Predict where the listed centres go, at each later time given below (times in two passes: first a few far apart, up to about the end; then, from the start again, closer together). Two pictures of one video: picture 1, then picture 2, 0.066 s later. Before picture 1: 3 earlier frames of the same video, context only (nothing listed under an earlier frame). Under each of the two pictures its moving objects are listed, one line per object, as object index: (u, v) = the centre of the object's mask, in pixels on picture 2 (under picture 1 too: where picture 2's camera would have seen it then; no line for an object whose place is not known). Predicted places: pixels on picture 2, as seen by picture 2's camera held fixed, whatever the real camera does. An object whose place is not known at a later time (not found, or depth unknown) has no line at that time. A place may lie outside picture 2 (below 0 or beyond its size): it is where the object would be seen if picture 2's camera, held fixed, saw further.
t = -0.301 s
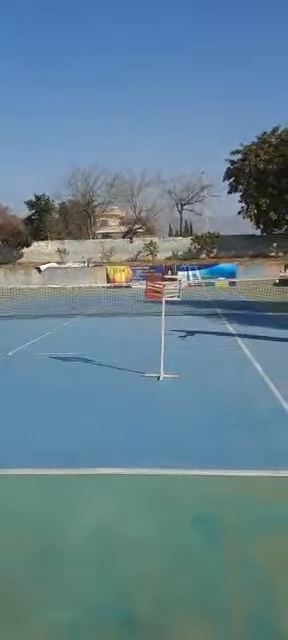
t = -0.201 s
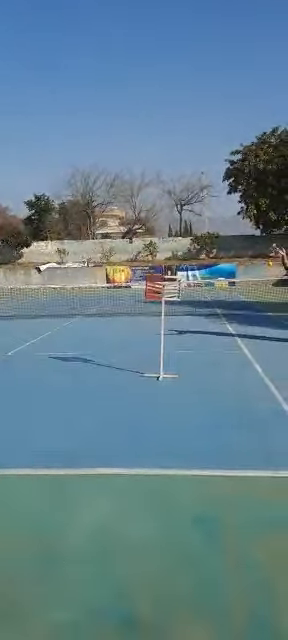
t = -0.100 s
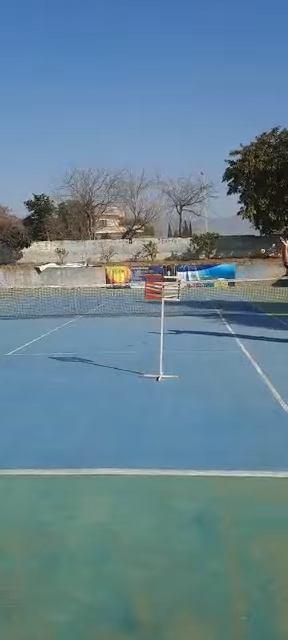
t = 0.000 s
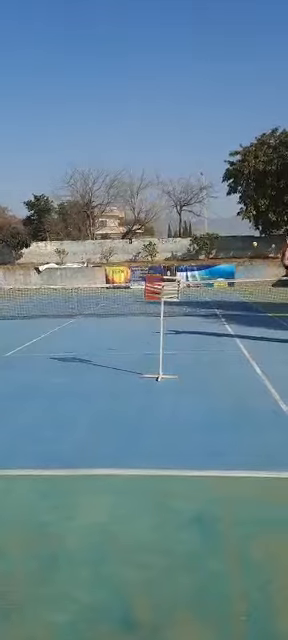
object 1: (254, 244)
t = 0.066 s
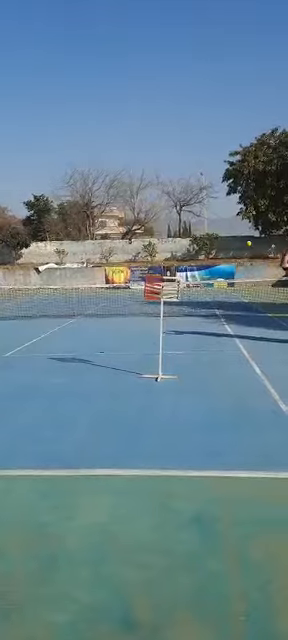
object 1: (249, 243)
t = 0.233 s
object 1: (233, 257)
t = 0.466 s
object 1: (205, 331)
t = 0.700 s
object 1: (171, 417)
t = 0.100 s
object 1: (246, 244)
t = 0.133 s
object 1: (243, 245)
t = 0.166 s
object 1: (239, 248)
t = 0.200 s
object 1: (236, 252)
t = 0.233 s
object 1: (233, 257)
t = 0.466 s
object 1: (205, 331)
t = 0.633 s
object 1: (179, 444)
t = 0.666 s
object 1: (174, 432)
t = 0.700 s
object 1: (171, 417)
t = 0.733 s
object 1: (166, 404)
